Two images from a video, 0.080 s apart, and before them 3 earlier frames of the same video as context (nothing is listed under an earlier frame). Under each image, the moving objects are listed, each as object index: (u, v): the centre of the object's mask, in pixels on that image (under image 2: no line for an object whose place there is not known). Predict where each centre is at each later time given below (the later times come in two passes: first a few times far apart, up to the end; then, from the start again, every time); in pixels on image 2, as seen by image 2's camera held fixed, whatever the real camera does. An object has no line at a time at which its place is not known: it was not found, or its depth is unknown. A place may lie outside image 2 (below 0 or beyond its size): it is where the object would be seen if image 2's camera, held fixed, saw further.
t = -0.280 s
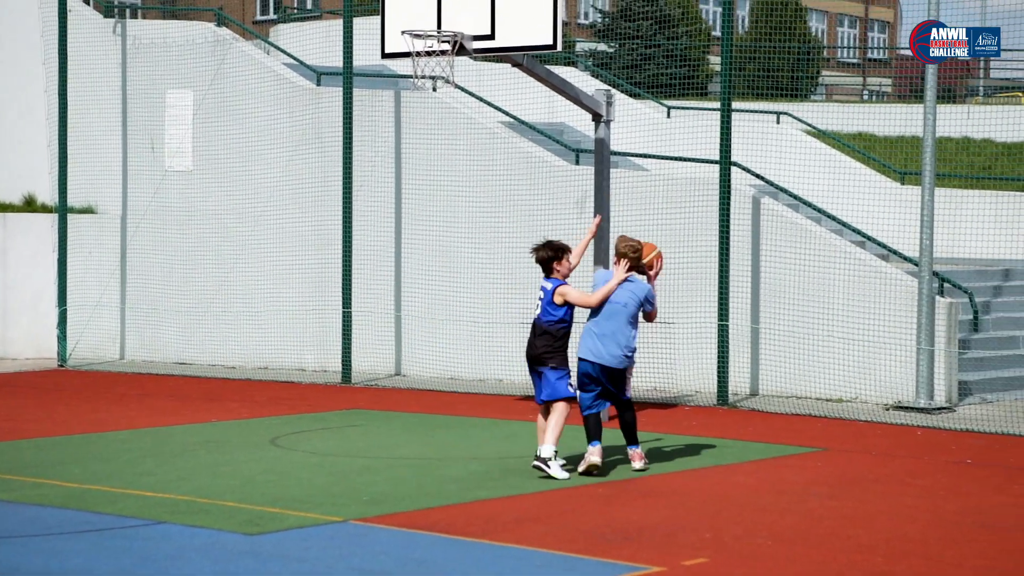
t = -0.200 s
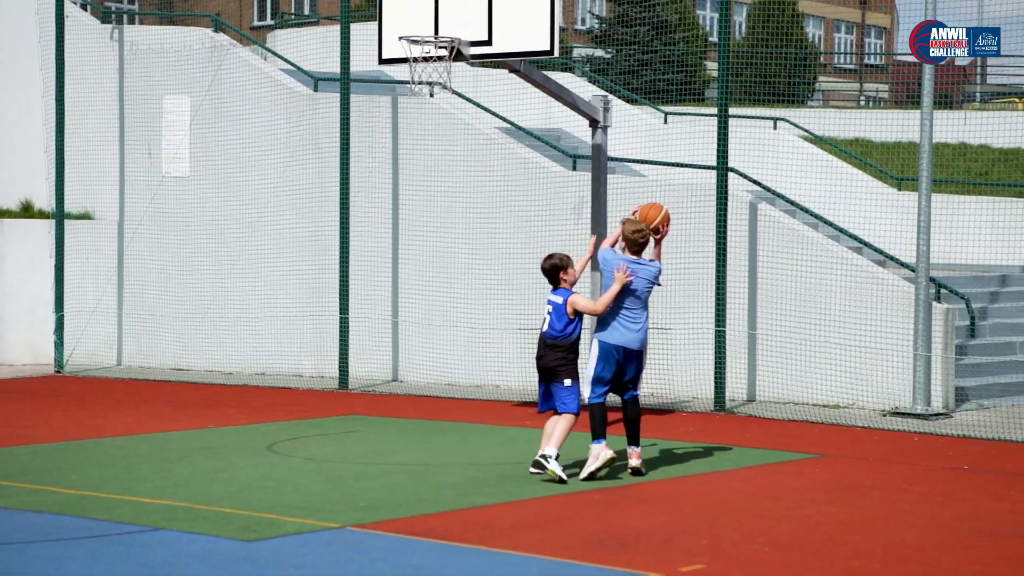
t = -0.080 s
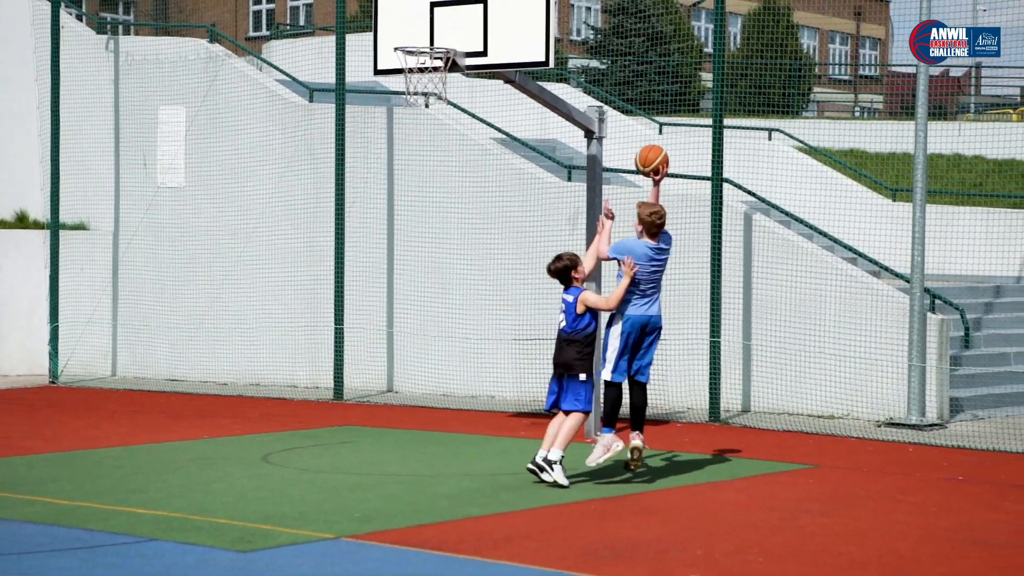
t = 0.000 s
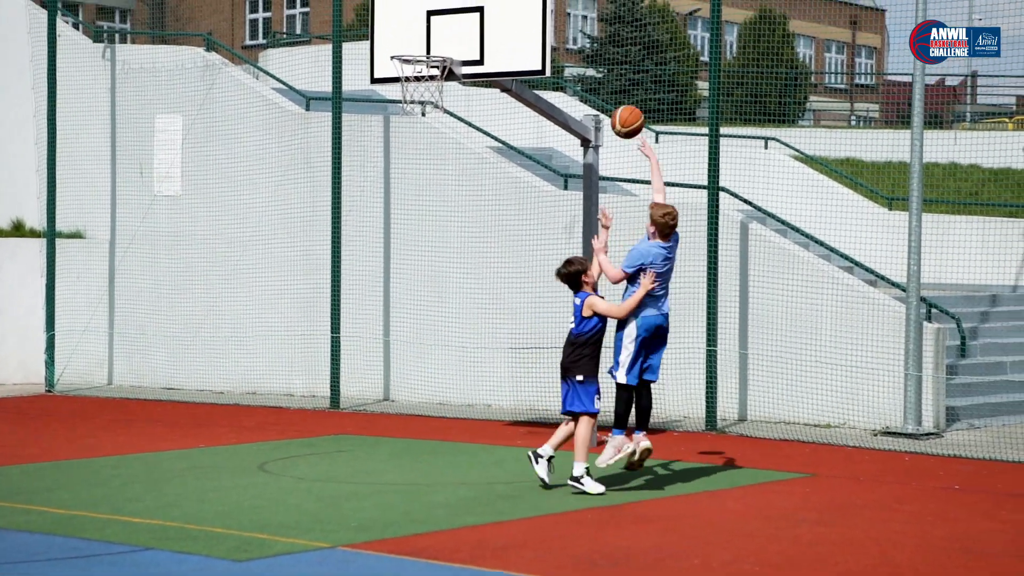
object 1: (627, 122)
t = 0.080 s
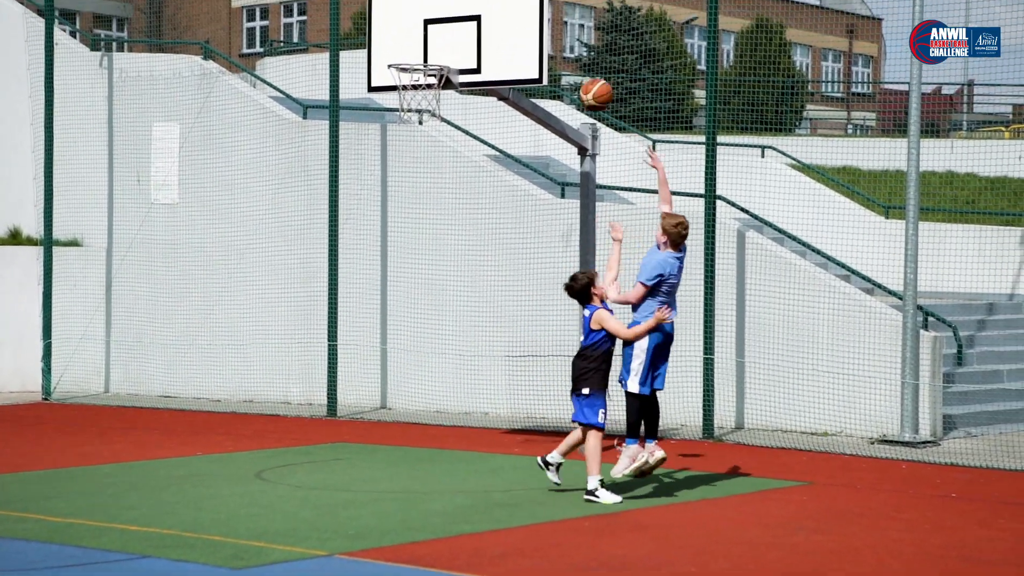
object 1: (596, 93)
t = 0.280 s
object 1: (527, 49)
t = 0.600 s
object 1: (493, 60)
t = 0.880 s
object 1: (529, 107)
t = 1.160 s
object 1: (554, 270)
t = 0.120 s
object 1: (582, 79)
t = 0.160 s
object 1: (568, 69)
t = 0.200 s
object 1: (554, 60)
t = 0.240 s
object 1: (541, 53)
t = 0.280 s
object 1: (527, 49)
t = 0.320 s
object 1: (514, 46)
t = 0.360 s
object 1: (501, 46)
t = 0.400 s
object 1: (488, 47)
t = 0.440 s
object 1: (476, 51)
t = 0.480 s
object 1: (463, 58)
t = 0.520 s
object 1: (464, 60)
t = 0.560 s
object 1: (478, 59)
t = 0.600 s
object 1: (493, 60)
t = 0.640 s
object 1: (507, 62)
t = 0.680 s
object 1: (511, 64)
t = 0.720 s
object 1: (514, 69)
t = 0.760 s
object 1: (518, 75)
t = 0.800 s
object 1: (521, 84)
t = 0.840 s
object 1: (525, 94)
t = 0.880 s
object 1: (529, 107)
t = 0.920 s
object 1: (532, 123)
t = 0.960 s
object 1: (536, 141)
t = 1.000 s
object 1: (539, 162)
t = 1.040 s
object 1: (543, 185)
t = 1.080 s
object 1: (547, 211)
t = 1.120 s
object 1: (550, 239)
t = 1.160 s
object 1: (554, 270)
